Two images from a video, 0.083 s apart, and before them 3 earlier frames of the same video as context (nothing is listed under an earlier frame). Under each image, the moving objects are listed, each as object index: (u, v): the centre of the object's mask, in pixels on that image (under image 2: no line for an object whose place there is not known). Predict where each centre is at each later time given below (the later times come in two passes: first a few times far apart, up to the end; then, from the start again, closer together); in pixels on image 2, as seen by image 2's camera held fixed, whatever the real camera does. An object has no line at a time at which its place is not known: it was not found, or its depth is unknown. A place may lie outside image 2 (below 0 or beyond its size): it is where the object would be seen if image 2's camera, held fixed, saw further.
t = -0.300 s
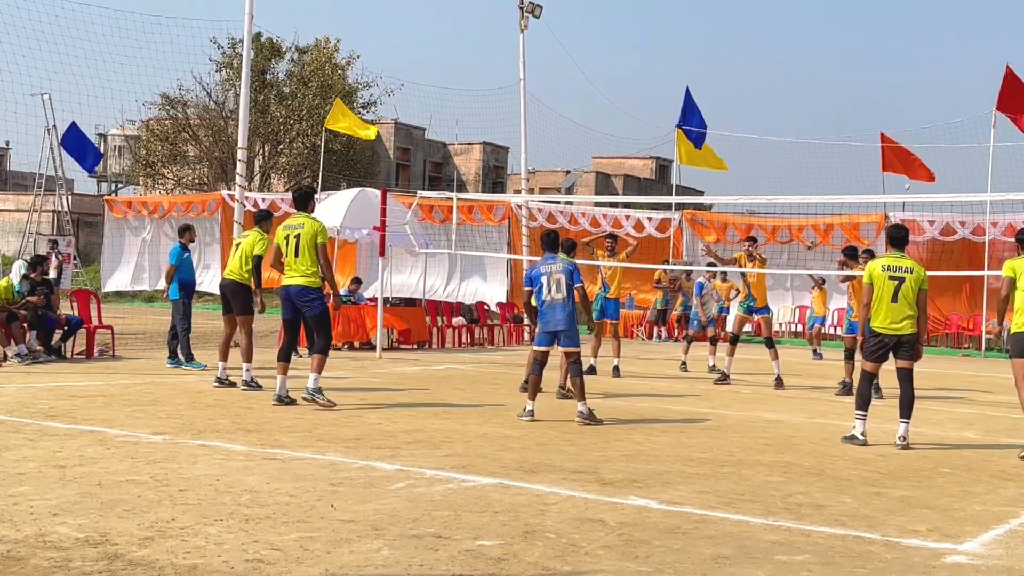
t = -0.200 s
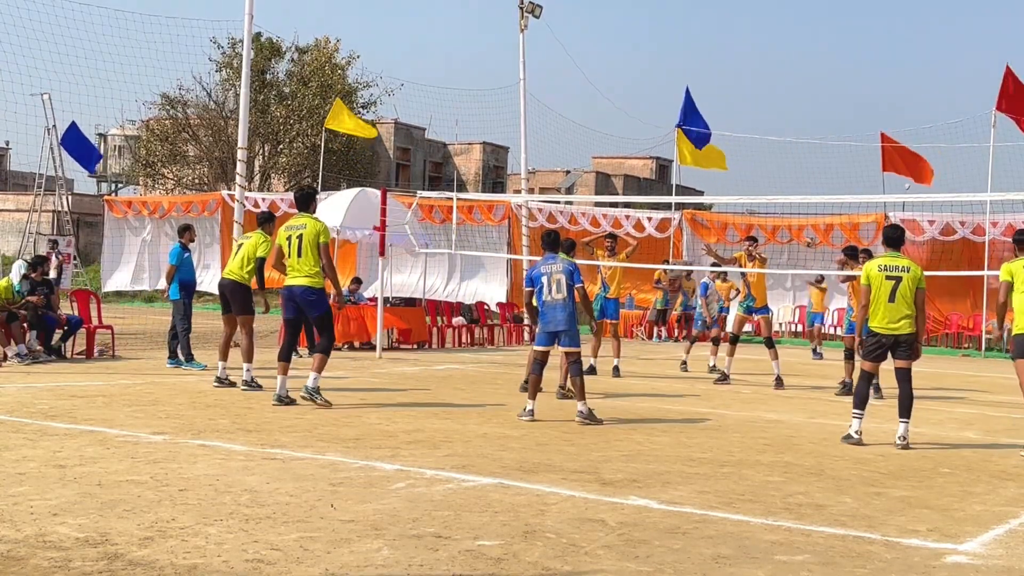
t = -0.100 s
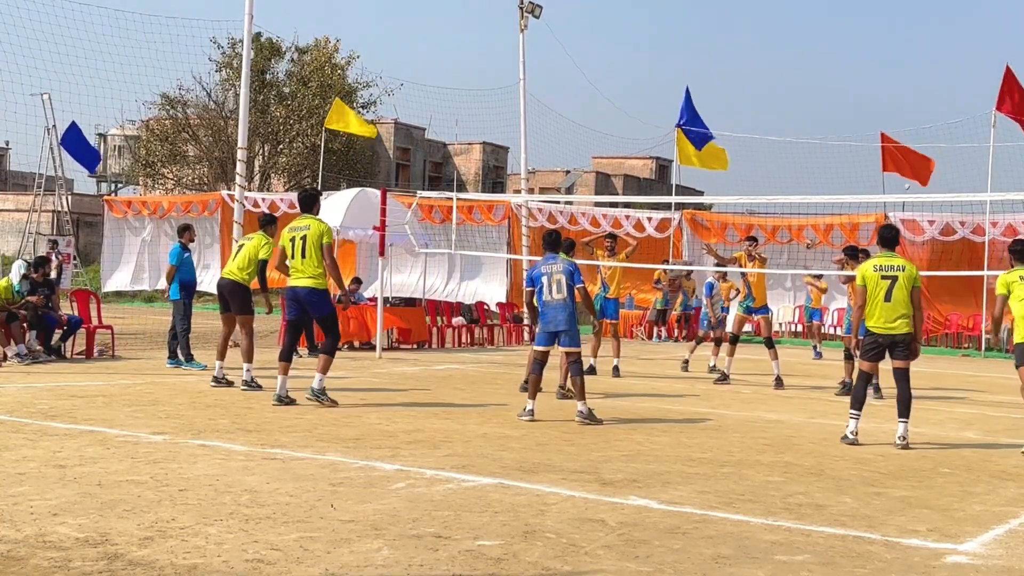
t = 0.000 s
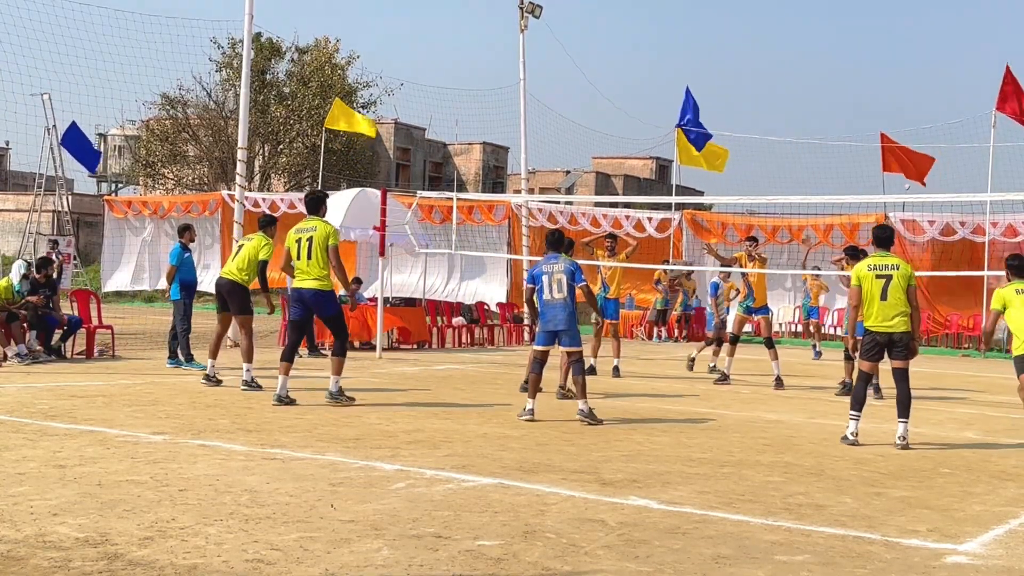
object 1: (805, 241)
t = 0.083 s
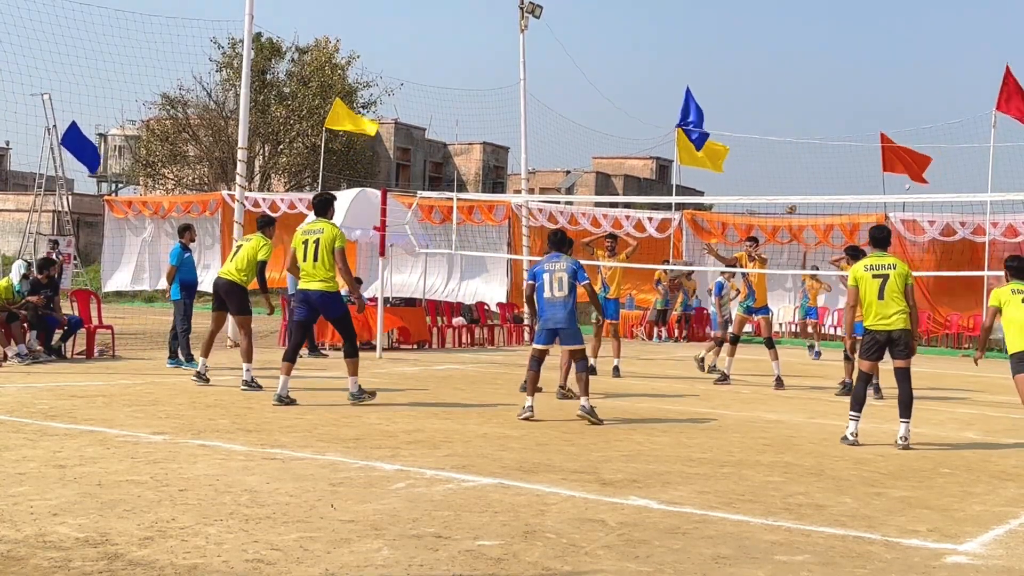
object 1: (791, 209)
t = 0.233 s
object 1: (765, 161)
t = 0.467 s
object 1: (722, 107)
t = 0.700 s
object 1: (674, 81)
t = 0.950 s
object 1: (613, 88)
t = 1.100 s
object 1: (572, 115)
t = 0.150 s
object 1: (779, 186)
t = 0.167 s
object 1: (776, 181)
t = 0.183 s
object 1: (773, 176)
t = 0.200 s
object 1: (770, 171)
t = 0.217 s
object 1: (768, 166)
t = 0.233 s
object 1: (765, 161)
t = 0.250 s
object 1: (761, 157)
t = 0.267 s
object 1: (758, 152)
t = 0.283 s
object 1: (756, 148)
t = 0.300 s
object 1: (752, 143)
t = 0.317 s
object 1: (749, 139)
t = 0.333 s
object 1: (746, 135)
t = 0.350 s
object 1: (744, 131)
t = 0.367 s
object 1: (740, 128)
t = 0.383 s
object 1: (737, 124)
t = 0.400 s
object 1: (734, 120)
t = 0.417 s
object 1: (731, 117)
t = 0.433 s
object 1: (728, 114)
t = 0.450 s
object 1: (725, 110)
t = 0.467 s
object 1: (722, 107)
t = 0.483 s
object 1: (719, 104)
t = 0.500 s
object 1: (716, 102)
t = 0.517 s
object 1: (713, 99)
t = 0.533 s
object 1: (709, 96)
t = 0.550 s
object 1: (706, 94)
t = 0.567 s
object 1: (703, 92)
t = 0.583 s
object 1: (699, 90)
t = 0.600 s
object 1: (696, 88)
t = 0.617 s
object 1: (692, 87)
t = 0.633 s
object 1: (689, 85)
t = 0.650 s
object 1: (685, 84)
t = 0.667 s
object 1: (681, 83)
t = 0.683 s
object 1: (677, 82)
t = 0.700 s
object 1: (674, 81)
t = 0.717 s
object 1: (670, 80)
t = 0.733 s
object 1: (666, 80)
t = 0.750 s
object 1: (662, 79)
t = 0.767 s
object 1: (658, 79)
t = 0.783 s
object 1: (654, 79)
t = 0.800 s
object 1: (650, 79)
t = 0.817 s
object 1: (646, 79)
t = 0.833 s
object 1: (642, 80)
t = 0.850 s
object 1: (638, 80)
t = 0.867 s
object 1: (634, 81)
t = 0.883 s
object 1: (630, 82)
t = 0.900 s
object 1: (626, 83)
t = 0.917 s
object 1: (621, 85)
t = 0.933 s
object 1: (617, 86)
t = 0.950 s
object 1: (613, 88)
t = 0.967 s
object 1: (608, 90)
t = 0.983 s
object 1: (604, 92)
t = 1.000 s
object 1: (600, 95)
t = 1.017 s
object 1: (595, 97)
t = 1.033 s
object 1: (590, 100)
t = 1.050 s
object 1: (585, 103)
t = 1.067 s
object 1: (581, 107)
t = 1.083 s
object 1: (576, 111)
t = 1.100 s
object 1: (572, 115)
